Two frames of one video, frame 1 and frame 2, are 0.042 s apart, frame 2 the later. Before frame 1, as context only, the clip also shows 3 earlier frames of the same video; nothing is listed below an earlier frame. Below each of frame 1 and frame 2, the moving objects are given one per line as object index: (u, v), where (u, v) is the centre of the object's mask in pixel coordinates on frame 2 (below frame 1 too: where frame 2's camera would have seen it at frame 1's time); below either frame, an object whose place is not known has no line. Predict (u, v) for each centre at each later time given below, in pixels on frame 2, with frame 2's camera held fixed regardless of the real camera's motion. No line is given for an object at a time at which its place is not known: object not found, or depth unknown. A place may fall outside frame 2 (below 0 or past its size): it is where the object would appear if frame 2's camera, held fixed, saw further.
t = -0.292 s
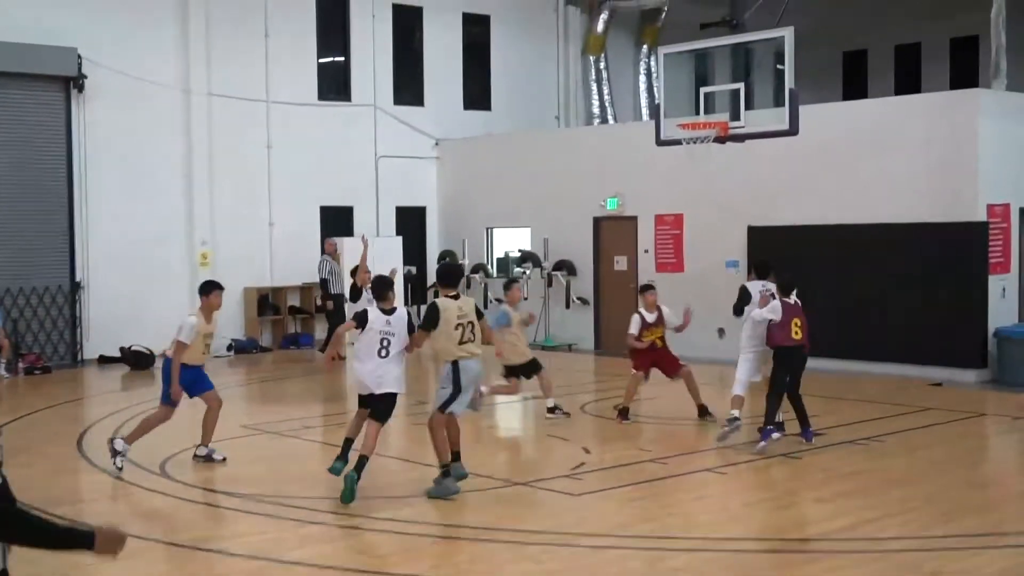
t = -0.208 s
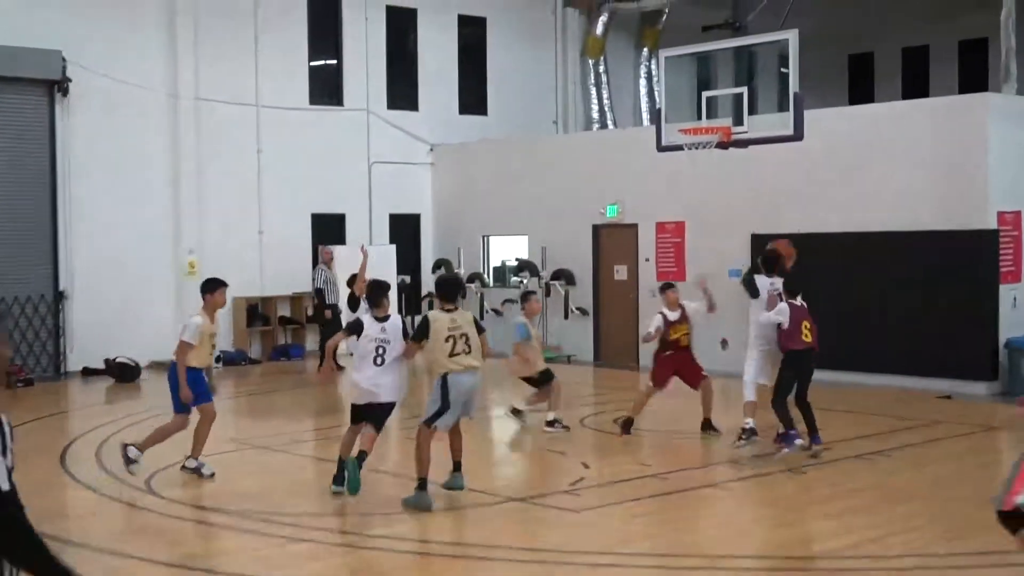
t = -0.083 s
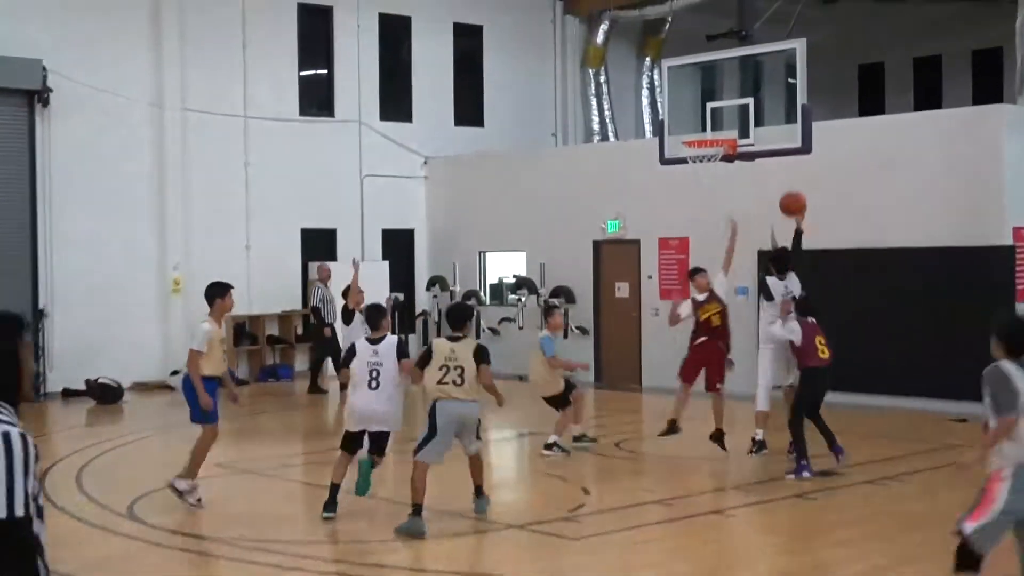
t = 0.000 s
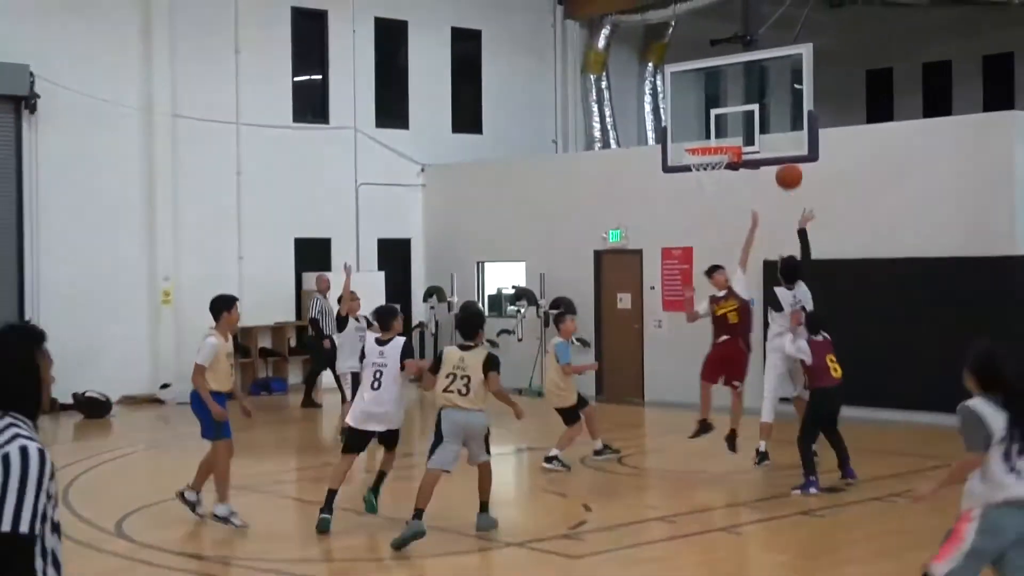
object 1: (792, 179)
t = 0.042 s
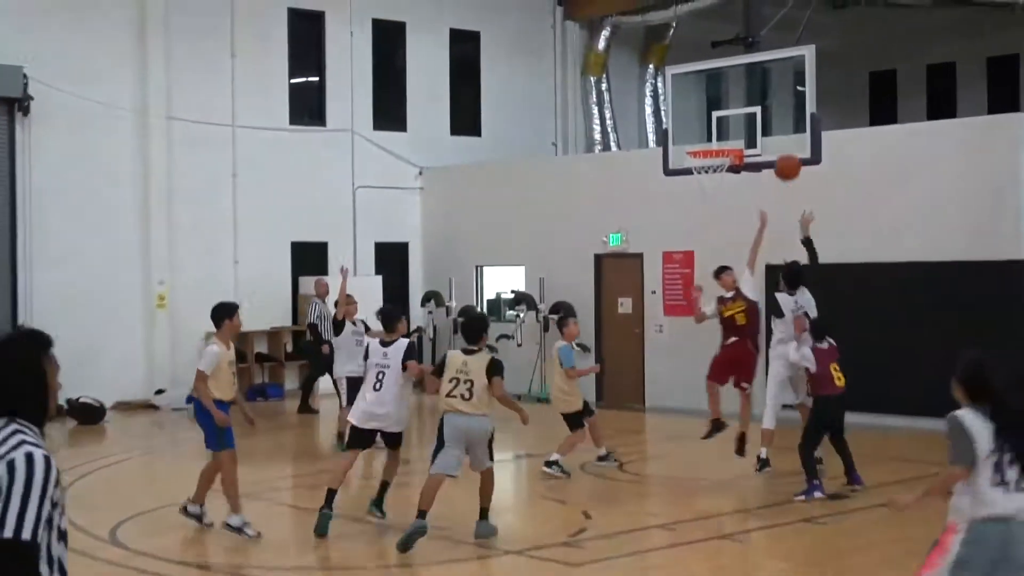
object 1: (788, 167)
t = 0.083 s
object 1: (781, 152)
